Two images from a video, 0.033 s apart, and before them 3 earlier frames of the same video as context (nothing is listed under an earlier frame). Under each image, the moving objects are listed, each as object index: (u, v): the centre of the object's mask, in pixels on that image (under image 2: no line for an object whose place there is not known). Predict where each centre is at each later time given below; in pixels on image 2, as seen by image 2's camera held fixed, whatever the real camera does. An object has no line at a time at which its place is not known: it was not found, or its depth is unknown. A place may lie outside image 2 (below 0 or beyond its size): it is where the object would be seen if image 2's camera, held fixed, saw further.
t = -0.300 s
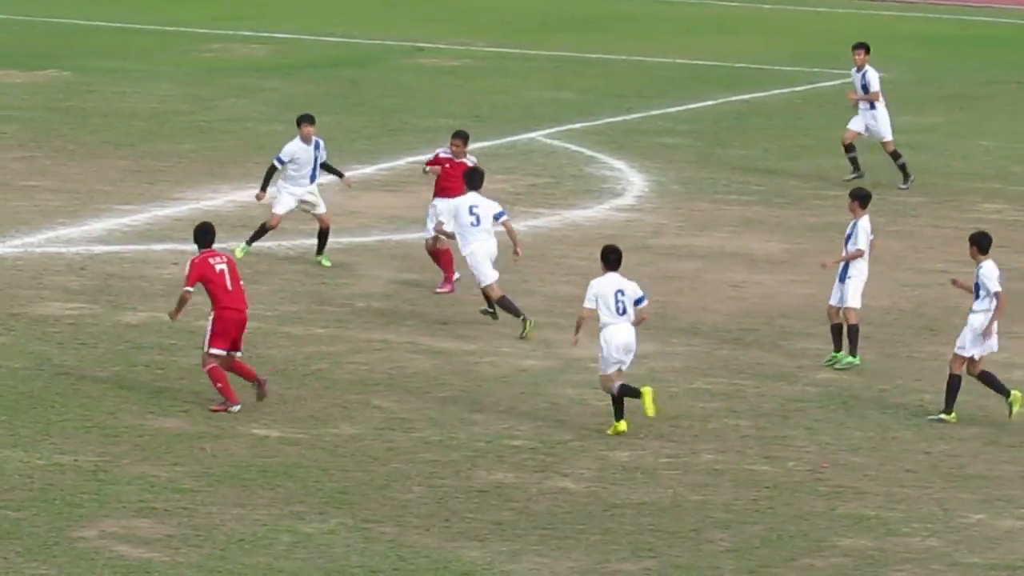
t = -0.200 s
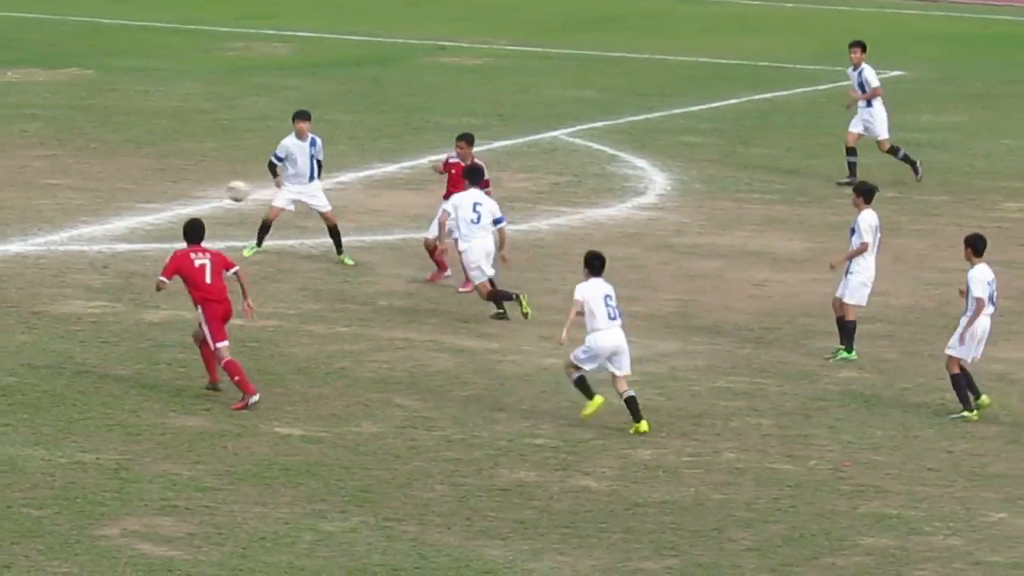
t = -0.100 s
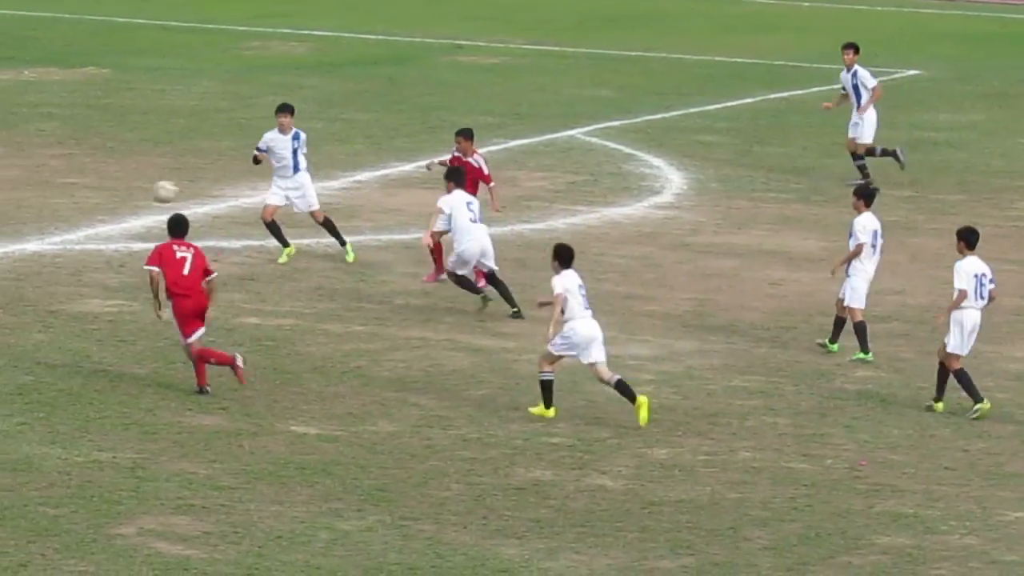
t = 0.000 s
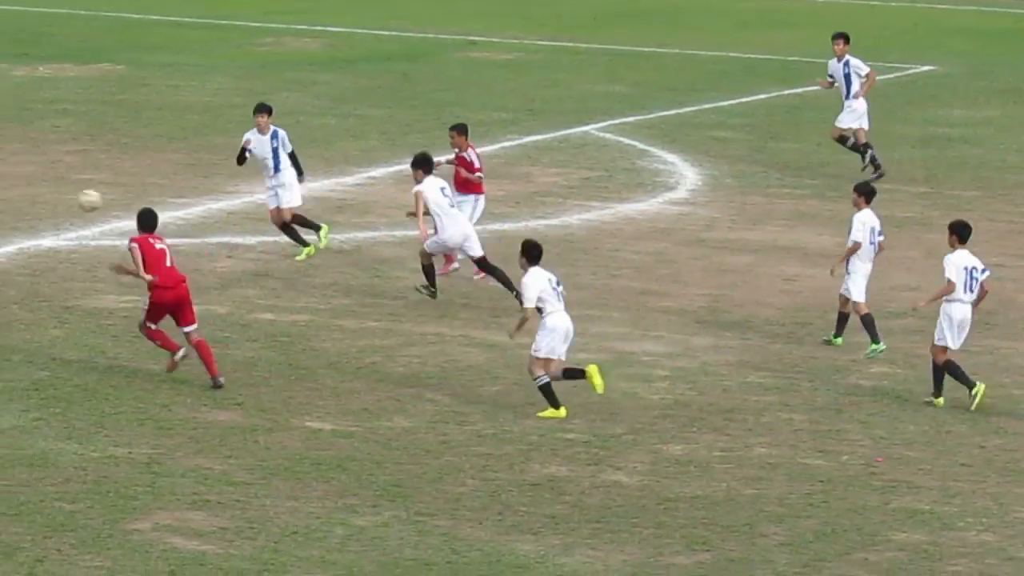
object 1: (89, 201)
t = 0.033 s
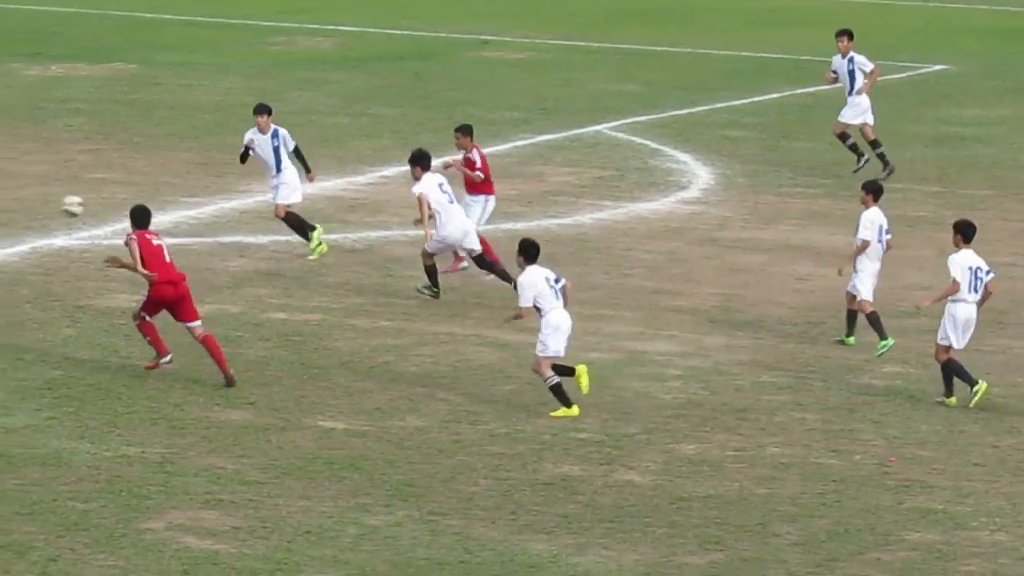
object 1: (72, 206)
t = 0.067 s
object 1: (42, 214)
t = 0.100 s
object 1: (13, 222)
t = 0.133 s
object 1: (-17, 231)
